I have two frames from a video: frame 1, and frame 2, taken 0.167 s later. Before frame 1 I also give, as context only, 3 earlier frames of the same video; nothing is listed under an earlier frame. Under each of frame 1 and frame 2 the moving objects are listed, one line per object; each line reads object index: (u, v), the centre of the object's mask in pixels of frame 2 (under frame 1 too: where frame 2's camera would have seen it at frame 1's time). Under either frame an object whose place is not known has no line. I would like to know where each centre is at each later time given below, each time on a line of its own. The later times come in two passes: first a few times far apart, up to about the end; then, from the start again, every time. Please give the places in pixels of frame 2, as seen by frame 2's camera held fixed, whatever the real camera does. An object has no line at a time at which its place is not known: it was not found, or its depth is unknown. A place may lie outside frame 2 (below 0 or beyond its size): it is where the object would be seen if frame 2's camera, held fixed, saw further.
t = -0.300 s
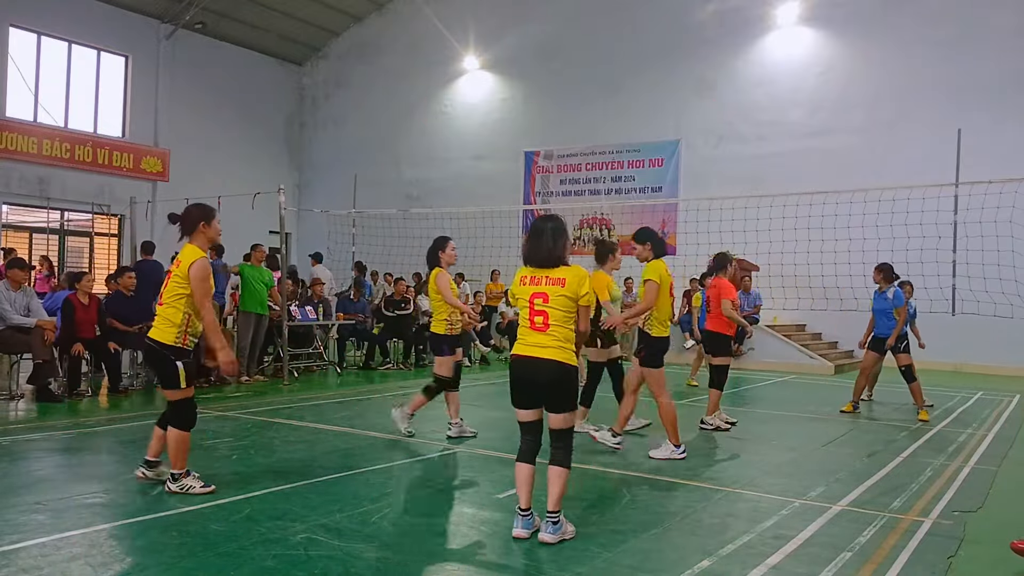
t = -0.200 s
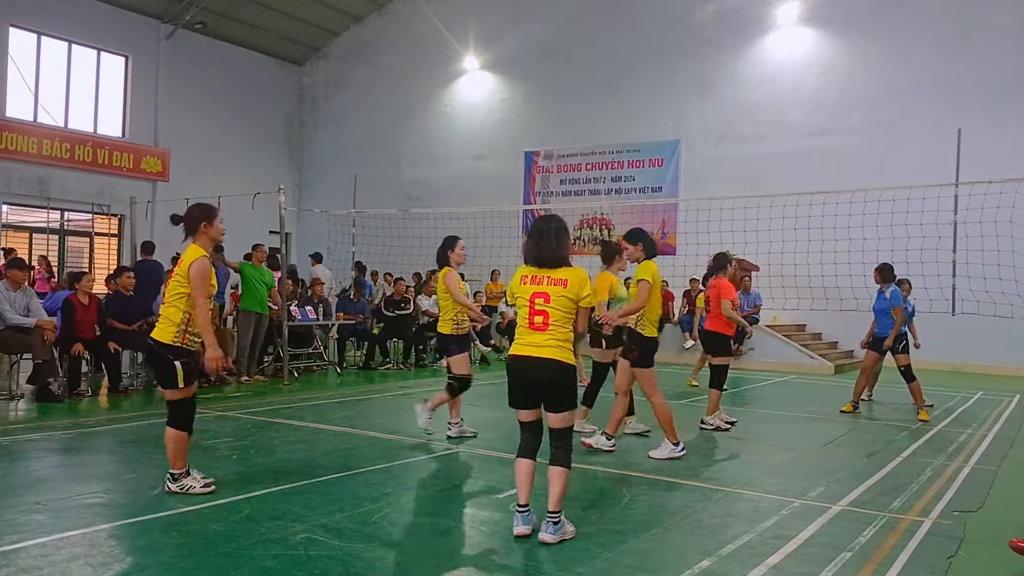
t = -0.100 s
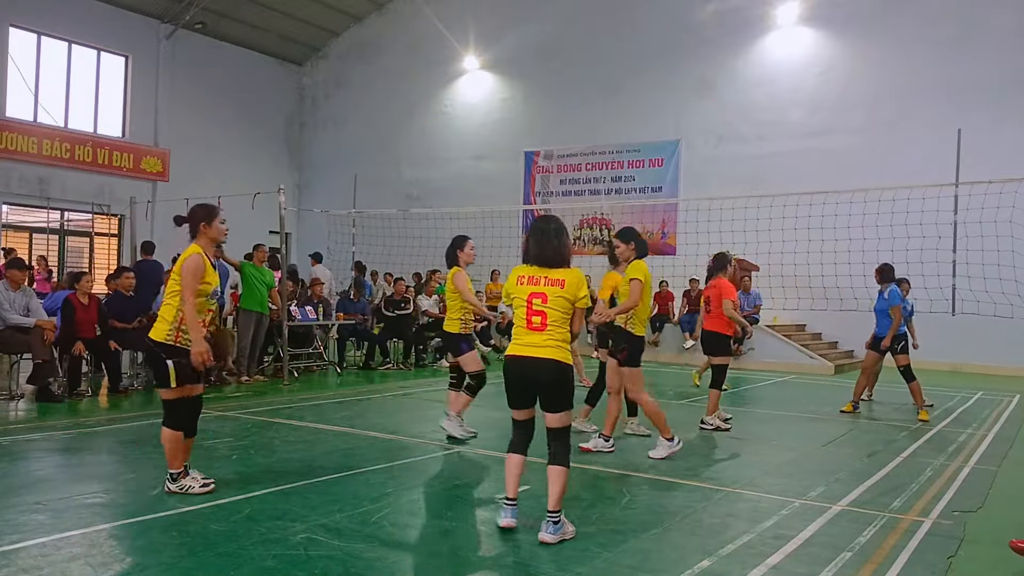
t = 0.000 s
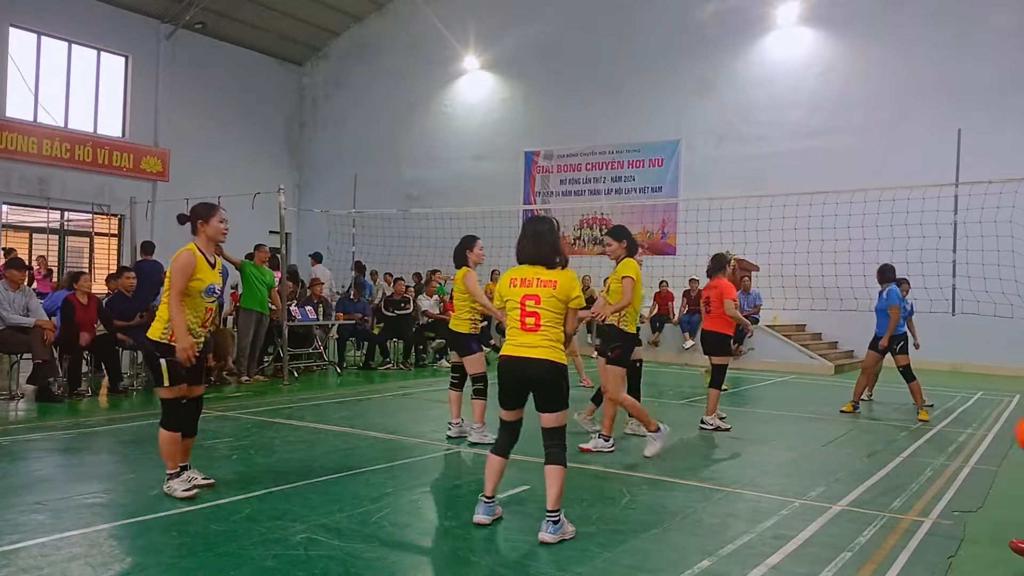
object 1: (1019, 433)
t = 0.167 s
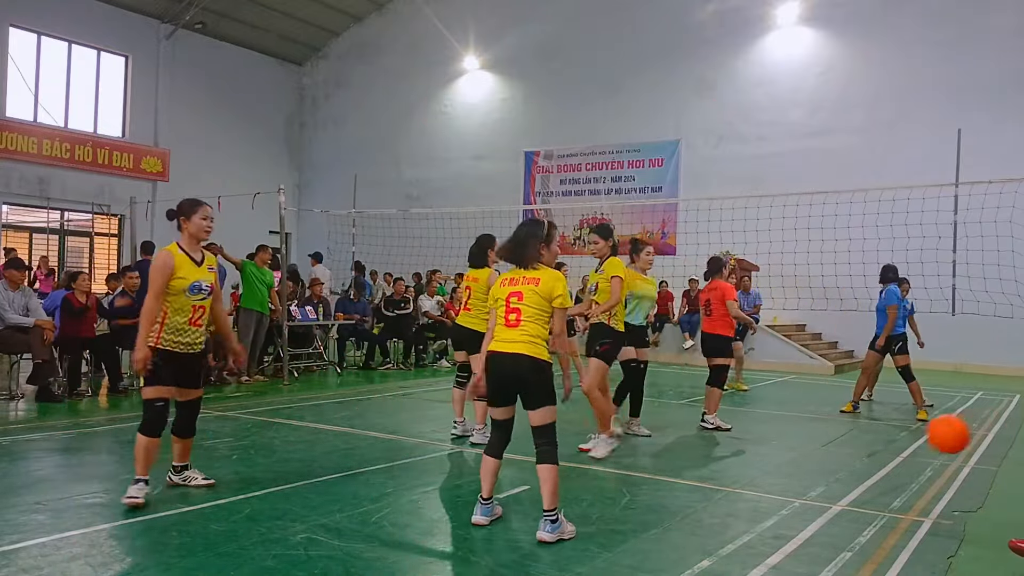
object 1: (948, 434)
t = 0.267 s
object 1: (908, 460)
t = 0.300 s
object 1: (894, 471)
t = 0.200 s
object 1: (934, 441)
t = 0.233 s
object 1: (920, 450)
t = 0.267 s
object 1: (908, 460)
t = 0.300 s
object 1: (894, 471)
